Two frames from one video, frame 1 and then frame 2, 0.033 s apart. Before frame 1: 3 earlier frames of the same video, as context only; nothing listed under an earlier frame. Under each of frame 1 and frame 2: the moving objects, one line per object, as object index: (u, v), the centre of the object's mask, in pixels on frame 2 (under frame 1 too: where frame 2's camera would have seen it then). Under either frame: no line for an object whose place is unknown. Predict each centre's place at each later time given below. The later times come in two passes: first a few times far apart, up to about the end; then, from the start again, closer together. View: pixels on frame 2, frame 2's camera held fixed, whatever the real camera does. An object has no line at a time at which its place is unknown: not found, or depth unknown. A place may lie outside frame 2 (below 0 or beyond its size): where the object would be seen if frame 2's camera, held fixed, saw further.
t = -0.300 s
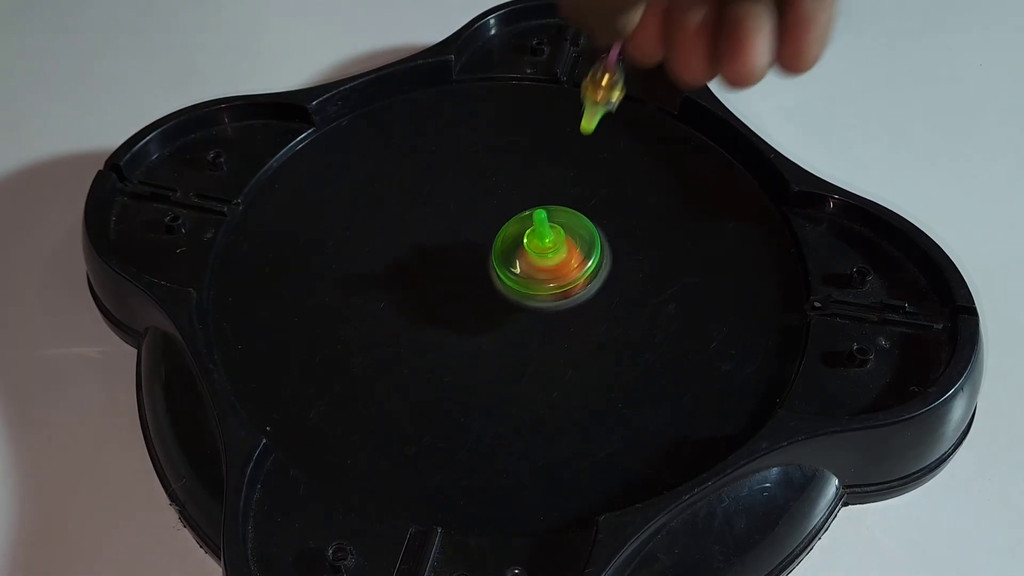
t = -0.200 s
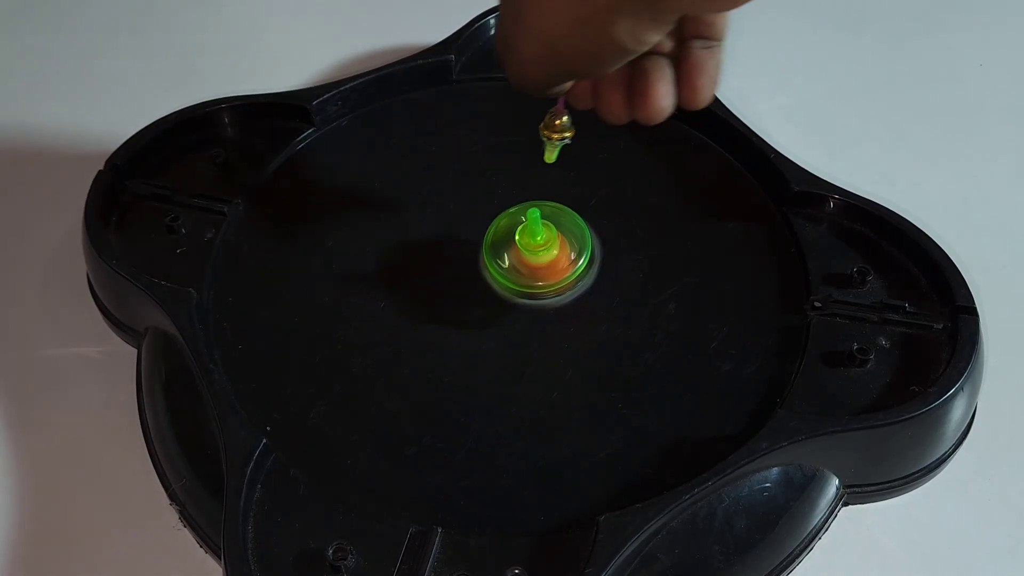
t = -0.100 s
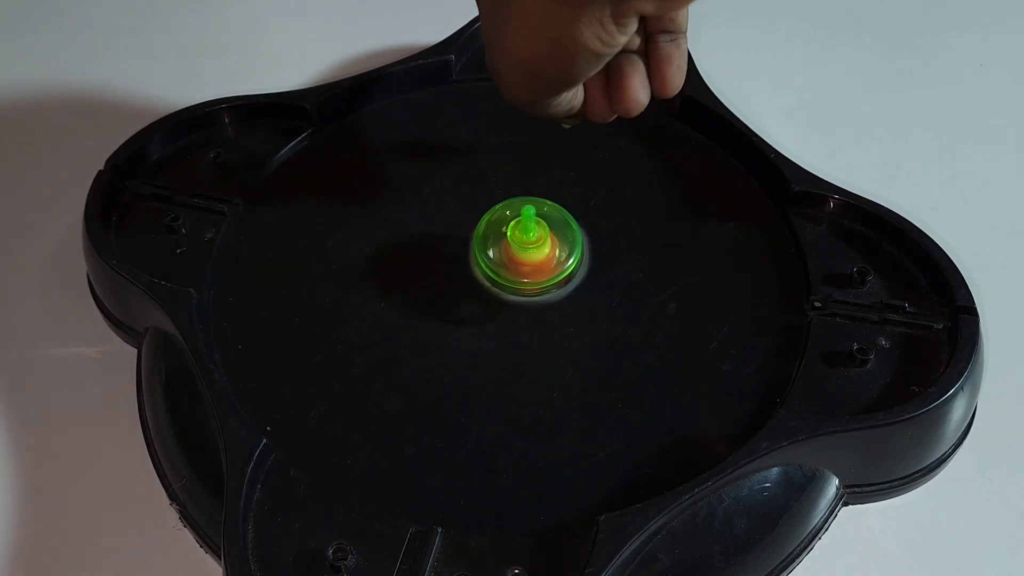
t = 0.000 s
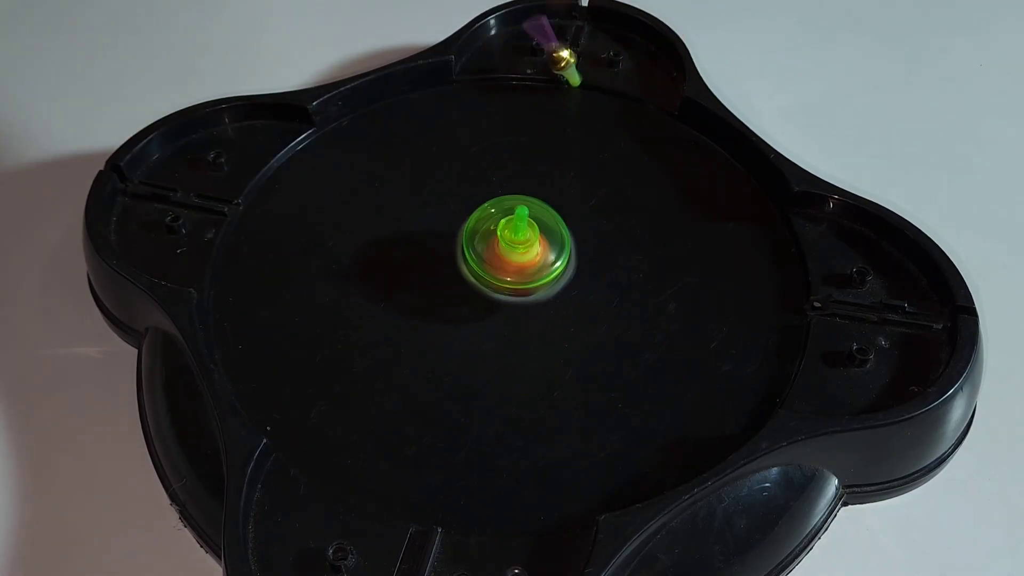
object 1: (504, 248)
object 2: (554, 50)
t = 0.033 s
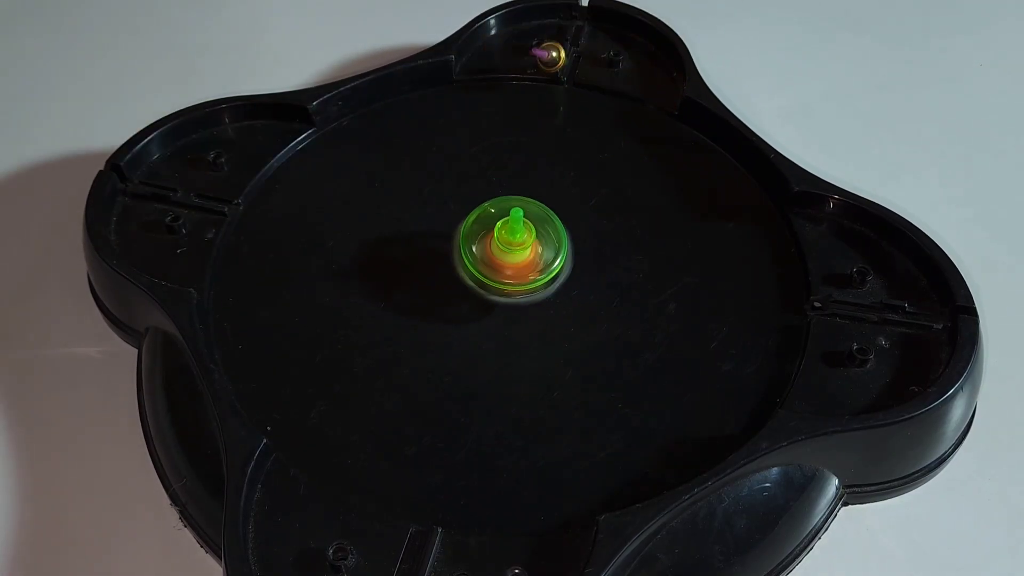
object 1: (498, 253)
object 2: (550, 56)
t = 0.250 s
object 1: (474, 252)
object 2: (469, 56)
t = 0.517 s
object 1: (469, 264)
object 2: (535, 199)
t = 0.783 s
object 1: (484, 268)
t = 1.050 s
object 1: (498, 261)
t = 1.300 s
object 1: (486, 245)
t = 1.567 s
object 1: (468, 243)
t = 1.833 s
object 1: (466, 251)
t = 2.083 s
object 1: (481, 259)
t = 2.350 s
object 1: (499, 254)
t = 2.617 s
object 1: (493, 239)
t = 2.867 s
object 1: (478, 234)
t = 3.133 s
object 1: (472, 242)
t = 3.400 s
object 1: (483, 254)
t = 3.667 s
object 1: (496, 251)
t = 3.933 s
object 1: (491, 240)
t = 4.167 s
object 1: (481, 238)
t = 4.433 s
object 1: (476, 245)
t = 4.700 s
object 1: (491, 250)
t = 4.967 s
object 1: (500, 247)
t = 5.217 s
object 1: (492, 237)
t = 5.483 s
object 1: (480, 241)
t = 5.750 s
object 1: (488, 248)
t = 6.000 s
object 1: (499, 249)
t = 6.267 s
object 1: (496, 244)
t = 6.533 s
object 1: (487, 239)
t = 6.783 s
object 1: (488, 246)
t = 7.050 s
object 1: (496, 250)
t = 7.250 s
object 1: (500, 247)
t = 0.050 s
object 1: (498, 246)
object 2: (548, 50)
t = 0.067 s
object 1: (495, 250)
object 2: (540, 47)
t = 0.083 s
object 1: (492, 251)
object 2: (534, 50)
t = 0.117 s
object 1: (488, 246)
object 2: (521, 40)
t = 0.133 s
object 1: (486, 252)
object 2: (512, 42)
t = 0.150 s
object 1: (485, 254)
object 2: (505, 39)
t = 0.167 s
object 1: (482, 246)
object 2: (494, 42)
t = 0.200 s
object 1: (479, 250)
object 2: (479, 43)
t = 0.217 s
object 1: (477, 248)
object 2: (474, 45)
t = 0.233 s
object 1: (476, 251)
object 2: (470, 50)
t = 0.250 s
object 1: (474, 252)
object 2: (469, 56)
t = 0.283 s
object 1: (472, 253)
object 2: (472, 75)
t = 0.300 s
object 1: (470, 254)
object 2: (477, 84)
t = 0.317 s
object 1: (470, 254)
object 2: (477, 91)
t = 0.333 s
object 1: (469, 254)
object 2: (478, 101)
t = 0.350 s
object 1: (468, 257)
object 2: (480, 110)
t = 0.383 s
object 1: (468, 256)
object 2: (486, 132)
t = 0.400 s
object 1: (467, 258)
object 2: (490, 140)
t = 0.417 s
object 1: (467, 260)
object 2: (495, 150)
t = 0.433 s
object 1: (467, 259)
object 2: (500, 163)
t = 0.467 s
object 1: (467, 263)
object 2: (514, 177)
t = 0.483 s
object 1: (469, 262)
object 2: (521, 188)
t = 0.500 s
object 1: (468, 262)
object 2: (528, 195)
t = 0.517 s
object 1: (469, 264)
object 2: (535, 199)
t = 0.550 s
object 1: (471, 263)
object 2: (550, 211)
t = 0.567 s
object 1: (473, 266)
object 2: (557, 215)
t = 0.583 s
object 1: (472, 266)
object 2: (563, 217)
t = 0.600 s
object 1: (474, 266)
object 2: (568, 219)
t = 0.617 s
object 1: (474, 266)
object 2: (575, 223)
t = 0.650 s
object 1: (477, 267)
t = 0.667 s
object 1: (476, 267)
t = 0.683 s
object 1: (479, 268)
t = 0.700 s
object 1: (478, 269)
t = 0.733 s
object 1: (481, 269)
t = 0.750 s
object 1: (481, 270)
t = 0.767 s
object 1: (484, 269)
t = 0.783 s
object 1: (484, 268)
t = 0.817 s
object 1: (486, 269)
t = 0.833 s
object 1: (488, 267)
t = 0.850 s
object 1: (489, 268)
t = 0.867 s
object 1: (489, 268)
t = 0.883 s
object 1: (491, 267)
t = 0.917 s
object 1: (493, 265)
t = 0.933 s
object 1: (494, 265)
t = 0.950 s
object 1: (494, 262)
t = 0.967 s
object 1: (496, 263)
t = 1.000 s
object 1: (497, 261)
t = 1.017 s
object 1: (496, 261)
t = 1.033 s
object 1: (497, 260)
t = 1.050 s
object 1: (498, 261)
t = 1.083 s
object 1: (499, 258)
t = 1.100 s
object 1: (499, 257)
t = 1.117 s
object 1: (499, 255)
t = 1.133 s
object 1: (498, 251)
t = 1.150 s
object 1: (498, 252)
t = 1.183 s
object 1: (494, 247)
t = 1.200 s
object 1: (495, 248)
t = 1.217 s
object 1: (493, 248)
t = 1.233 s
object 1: (492, 248)
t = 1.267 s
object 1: (490, 246)
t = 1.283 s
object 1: (486, 246)
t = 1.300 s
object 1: (486, 245)
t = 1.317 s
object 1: (484, 243)
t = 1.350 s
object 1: (481, 244)
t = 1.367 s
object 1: (481, 242)
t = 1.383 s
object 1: (480, 243)
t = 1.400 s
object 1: (478, 243)
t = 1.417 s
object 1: (477, 244)
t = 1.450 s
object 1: (475, 243)
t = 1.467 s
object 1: (473, 244)
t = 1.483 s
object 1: (472, 245)
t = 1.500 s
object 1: (471, 242)
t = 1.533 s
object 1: (469, 244)
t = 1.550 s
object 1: (470, 244)
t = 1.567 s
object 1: (468, 243)
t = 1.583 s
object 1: (467, 244)
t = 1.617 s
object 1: (467, 245)
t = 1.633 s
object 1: (466, 245)
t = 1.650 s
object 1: (464, 246)
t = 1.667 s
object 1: (464, 247)
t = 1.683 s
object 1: (464, 245)
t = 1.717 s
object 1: (463, 249)
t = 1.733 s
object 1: (463, 249)
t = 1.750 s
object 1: (463, 247)
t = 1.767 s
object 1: (464, 249)
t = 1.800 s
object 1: (465, 251)
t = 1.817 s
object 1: (465, 250)
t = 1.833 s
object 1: (466, 251)
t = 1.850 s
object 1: (465, 254)
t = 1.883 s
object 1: (467, 253)
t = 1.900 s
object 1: (468, 254)
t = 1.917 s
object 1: (468, 257)
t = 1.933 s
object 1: (469, 255)
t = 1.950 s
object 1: (470, 256)
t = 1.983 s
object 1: (472, 259)
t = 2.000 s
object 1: (473, 257)
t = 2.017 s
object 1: (476, 258)
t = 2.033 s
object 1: (476, 259)
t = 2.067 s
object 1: (479, 258)
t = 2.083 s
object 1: (481, 259)
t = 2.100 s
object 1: (480, 260)
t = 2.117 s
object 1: (483, 261)
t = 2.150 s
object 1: (487, 259)
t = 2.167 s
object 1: (486, 260)
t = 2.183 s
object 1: (489, 261)
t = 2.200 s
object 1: (490, 258)
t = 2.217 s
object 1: (492, 258)
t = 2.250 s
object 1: (493, 259)
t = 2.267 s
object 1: (494, 256)
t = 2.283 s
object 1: (496, 256)
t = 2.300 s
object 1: (494, 257)
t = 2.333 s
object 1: (496, 254)
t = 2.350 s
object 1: (499, 254)
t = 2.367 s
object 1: (496, 254)
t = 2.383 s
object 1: (498, 253)
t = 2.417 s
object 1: (499, 250)
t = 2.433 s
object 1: (496, 252)
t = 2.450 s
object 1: (498, 250)
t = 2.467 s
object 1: (497, 247)
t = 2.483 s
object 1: (498, 246)
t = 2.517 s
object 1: (496, 245)
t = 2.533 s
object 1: (496, 243)
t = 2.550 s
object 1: (496, 243)
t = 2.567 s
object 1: (493, 245)
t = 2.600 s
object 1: (494, 240)
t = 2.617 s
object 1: (493, 239)
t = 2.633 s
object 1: (490, 240)
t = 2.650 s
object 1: (491, 239)
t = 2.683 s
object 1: (490, 236)
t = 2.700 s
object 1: (487, 238)
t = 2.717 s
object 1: (488, 237)
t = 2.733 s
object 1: (487, 235)
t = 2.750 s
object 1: (486, 234)
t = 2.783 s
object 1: (484, 237)
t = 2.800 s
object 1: (483, 234)
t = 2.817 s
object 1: (482, 234)
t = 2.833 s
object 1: (479, 235)
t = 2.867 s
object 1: (478, 234)
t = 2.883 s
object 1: (478, 235)
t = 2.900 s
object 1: (475, 236)
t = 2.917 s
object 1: (475, 237)
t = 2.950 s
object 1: (475, 235)
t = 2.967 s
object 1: (472, 237)
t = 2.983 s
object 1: (472, 239)
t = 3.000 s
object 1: (473, 237)
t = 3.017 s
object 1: (473, 238)
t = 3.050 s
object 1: (471, 241)
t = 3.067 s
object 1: (471, 240)
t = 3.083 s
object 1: (472, 241)
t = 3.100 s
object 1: (470, 241)
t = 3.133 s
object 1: (472, 242)
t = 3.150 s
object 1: (473, 244)
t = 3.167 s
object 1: (472, 245)
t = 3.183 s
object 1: (471, 248)
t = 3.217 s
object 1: (474, 247)
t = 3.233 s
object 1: (474, 247)
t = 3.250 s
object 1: (473, 250)
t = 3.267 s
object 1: (475, 249)
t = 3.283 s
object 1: (476, 249)
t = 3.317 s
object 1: (476, 252)
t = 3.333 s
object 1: (478, 251)
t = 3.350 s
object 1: (480, 250)
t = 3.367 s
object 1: (482, 251)
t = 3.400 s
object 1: (483, 254)
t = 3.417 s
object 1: (484, 253)
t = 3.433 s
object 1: (487, 253)
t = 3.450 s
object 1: (485, 255)
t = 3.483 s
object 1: (489, 253)
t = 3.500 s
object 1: (491, 253)
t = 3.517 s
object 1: (490, 254)
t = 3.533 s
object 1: (491, 255)
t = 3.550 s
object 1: (492, 253)
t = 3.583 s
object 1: (494, 252)
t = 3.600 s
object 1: (494, 254)
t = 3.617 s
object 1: (495, 252)
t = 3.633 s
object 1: (497, 251)
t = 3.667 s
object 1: (496, 251)
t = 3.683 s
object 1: (497, 250)
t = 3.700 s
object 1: (498, 248)
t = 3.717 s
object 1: (500, 247)
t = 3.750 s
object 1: (498, 248)
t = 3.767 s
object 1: (500, 245)
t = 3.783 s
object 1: (497, 245)
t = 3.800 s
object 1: (498, 246)
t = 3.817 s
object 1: (498, 244)
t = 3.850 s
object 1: (498, 242)
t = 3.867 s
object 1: (496, 244)
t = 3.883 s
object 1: (495, 240)
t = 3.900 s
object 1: (495, 240)
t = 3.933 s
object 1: (491, 240)
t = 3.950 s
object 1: (492, 238)
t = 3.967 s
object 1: (491, 237)
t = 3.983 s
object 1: (491, 236)
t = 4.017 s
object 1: (488, 239)
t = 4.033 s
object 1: (487, 236)
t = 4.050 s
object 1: (488, 236)
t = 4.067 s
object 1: (485, 236)
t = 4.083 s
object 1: (485, 238)
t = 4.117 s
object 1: (484, 236)
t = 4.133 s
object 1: (482, 235)
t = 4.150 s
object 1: (480, 238)
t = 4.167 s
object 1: (481, 238)
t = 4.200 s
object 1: (479, 236)
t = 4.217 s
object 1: (477, 238)
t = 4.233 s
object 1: (477, 239)
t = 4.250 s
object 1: (478, 238)
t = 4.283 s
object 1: (476, 239)
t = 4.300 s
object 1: (476, 242)
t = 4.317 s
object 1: (477, 240)
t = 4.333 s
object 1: (478, 241)
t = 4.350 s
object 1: (477, 240)
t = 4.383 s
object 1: (477, 243)
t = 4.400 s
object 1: (477, 242)
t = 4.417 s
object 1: (478, 243)
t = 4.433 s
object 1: (476, 245)
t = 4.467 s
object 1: (479, 246)
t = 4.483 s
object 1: (481, 246)
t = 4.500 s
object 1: (481, 246)
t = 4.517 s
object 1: (480, 249)
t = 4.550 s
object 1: (483, 248)
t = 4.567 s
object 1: (485, 248)
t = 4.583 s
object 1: (483, 251)
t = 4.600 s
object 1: (486, 252)
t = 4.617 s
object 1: (487, 250)
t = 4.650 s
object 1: (488, 250)
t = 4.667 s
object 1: (489, 253)
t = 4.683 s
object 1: (489, 250)
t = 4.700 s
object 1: (491, 250)
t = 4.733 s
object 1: (491, 252)
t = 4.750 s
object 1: (494, 252)
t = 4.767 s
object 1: (495, 251)
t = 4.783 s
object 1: (498, 250)
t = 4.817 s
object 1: (498, 252)
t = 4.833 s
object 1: (498, 249)
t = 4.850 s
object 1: (499, 248)
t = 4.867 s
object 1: (499, 247)
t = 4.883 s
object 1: (497, 250)
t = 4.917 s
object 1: (499, 246)
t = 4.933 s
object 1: (502, 246)
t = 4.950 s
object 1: (499, 246)
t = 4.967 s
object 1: (500, 247)
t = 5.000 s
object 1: (501, 244)
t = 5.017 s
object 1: (500, 243)
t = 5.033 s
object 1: (497, 244)
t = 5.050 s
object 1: (498, 243)
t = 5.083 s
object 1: (499, 241)
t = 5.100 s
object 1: (496, 241)
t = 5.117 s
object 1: (497, 243)
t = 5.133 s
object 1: (496, 240)
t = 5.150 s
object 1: (497, 240)
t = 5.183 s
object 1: (493, 240)
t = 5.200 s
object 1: (492, 239)
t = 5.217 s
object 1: (492, 237)
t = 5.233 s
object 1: (492, 237)
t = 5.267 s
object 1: (489, 240)
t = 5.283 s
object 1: (489, 238)
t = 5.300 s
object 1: (489, 237)
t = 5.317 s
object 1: (488, 237)
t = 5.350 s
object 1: (486, 239)
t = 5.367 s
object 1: (485, 237)
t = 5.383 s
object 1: (485, 238)
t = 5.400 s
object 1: (483, 238)
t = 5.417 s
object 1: (483, 241)
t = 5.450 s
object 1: (483, 240)
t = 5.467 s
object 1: (483, 239)
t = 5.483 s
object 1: (480, 241)
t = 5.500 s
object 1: (481, 242)
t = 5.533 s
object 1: (483, 242)
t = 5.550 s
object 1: (481, 243)
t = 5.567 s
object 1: (480, 245)
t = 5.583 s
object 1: (481, 244)
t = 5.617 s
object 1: (484, 244)
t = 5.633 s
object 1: (482, 246)
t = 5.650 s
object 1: (483, 248)
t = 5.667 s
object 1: (484, 247)
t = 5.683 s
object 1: (485, 247)
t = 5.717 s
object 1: (485, 250)
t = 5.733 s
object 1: (487, 250)
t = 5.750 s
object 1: (488, 248)
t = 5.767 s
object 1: (490, 249)
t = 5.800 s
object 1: (489, 252)
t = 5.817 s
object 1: (489, 250)
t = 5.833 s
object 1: (491, 249)
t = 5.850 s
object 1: (494, 250)
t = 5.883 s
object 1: (494, 253)
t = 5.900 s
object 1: (495, 251)
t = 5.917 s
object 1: (496, 250)
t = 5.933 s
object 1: (496, 250)
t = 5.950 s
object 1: (495, 252)
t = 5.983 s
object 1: (498, 249)
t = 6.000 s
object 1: (499, 249)
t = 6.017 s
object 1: (498, 249)
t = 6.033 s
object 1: (498, 251)
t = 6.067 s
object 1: (498, 247)
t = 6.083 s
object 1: (501, 246)
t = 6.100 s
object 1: (498, 248)
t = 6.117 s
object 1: (499, 249)
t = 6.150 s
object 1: (501, 246)
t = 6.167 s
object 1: (499, 244)
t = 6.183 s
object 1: (497, 246)
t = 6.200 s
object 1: (498, 245)
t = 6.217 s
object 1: (498, 243)
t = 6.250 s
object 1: (498, 243)
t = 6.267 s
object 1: (496, 244)
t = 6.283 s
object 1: (496, 242)
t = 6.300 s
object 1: (495, 240)
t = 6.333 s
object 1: (493, 240)
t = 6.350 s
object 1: (493, 242)
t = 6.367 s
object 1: (493, 241)
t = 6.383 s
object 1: (493, 240)
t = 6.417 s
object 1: (489, 240)
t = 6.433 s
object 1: (490, 242)
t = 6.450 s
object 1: (489, 240)
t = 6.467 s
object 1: (491, 240)
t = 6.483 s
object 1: (490, 239)
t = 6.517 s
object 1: (487, 240)
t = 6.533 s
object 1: (487, 239)
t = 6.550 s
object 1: (487, 240)
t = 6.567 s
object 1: (485, 241)
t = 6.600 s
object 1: (486, 242)
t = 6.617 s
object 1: (486, 241)
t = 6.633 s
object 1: (486, 241)
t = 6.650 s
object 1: (483, 242)
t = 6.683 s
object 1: (485, 244)
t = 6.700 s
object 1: (486, 244)
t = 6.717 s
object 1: (486, 243)
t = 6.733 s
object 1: (484, 246)
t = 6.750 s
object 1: (486, 248)
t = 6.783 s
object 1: (488, 246)
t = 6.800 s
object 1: (487, 246)
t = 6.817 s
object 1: (485, 249)
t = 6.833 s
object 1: (488, 249)
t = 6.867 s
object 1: (491, 248)
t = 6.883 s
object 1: (489, 248)
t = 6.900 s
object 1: (488, 250)
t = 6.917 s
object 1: (490, 250)
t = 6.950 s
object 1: (493, 249)
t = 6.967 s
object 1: (492, 250)
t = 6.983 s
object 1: (492, 252)
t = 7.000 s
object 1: (493, 250)
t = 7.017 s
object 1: (495, 249)
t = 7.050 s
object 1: (496, 250)
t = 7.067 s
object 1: (497, 252)
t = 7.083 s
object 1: (497, 250)
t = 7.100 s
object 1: (498, 248)
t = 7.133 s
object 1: (497, 249)
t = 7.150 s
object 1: (498, 251)
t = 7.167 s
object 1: (498, 249)
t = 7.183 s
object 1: (499, 247)
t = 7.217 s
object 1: (498, 248)
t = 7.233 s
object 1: (499, 248)
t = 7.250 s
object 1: (500, 247)
